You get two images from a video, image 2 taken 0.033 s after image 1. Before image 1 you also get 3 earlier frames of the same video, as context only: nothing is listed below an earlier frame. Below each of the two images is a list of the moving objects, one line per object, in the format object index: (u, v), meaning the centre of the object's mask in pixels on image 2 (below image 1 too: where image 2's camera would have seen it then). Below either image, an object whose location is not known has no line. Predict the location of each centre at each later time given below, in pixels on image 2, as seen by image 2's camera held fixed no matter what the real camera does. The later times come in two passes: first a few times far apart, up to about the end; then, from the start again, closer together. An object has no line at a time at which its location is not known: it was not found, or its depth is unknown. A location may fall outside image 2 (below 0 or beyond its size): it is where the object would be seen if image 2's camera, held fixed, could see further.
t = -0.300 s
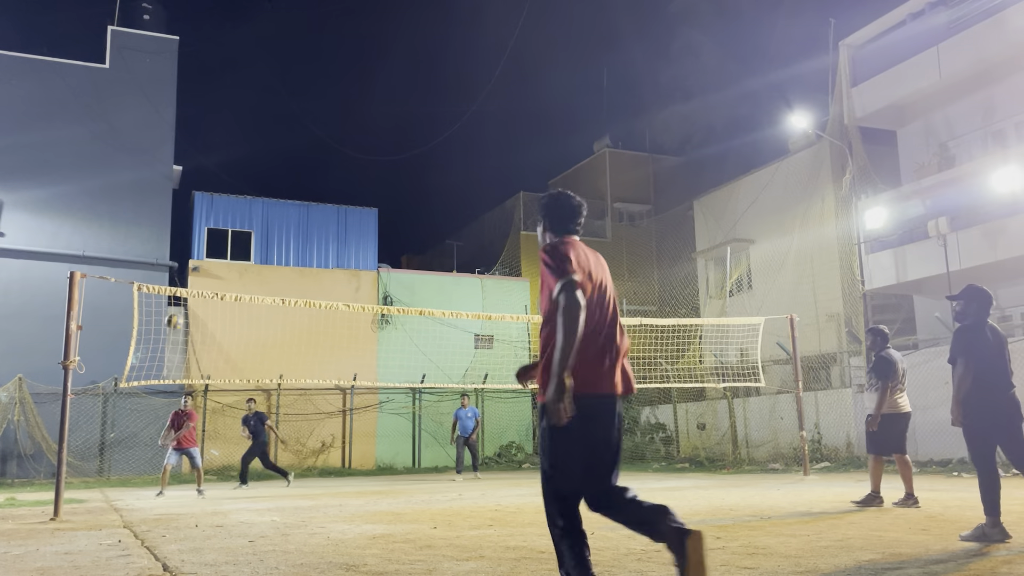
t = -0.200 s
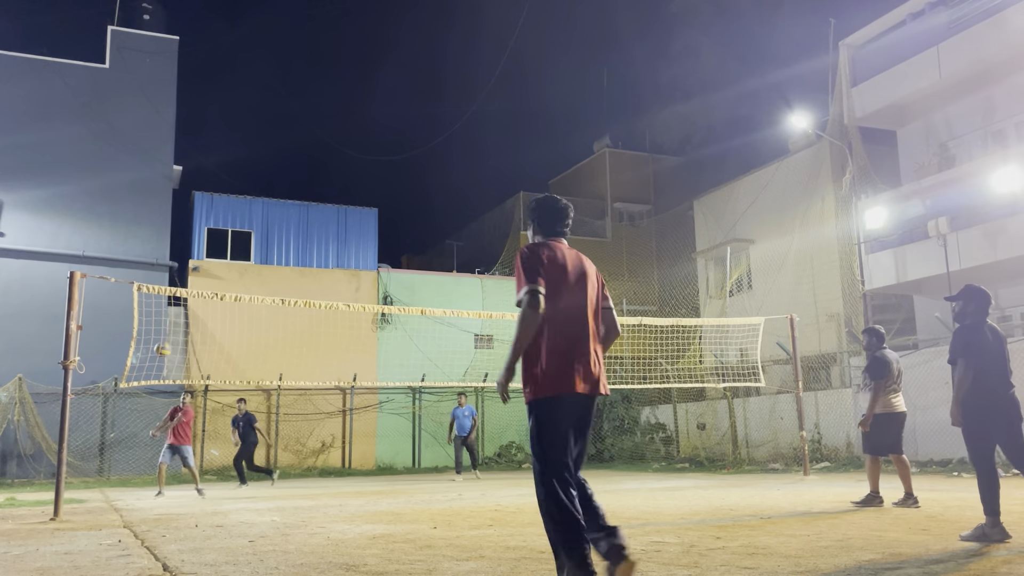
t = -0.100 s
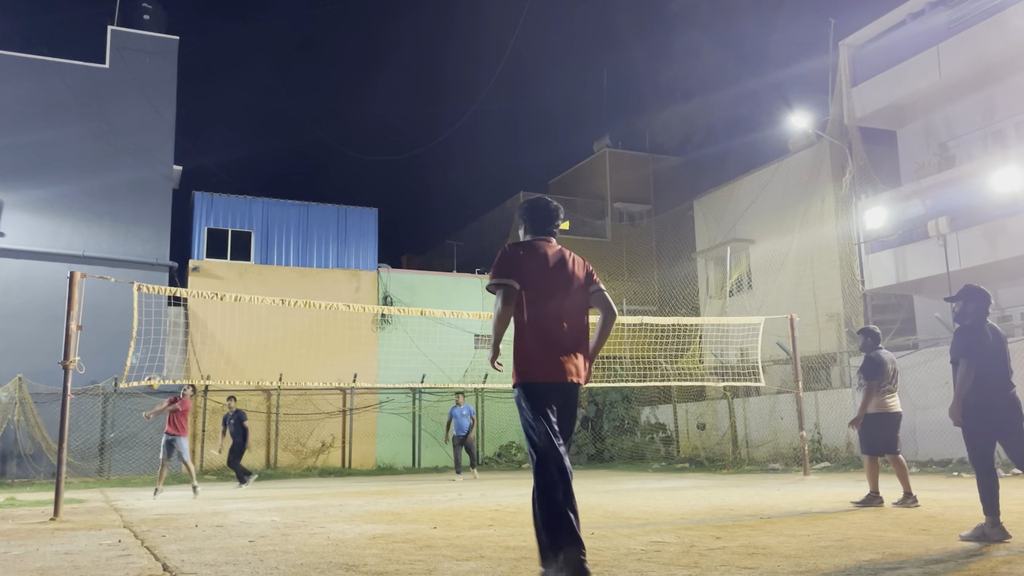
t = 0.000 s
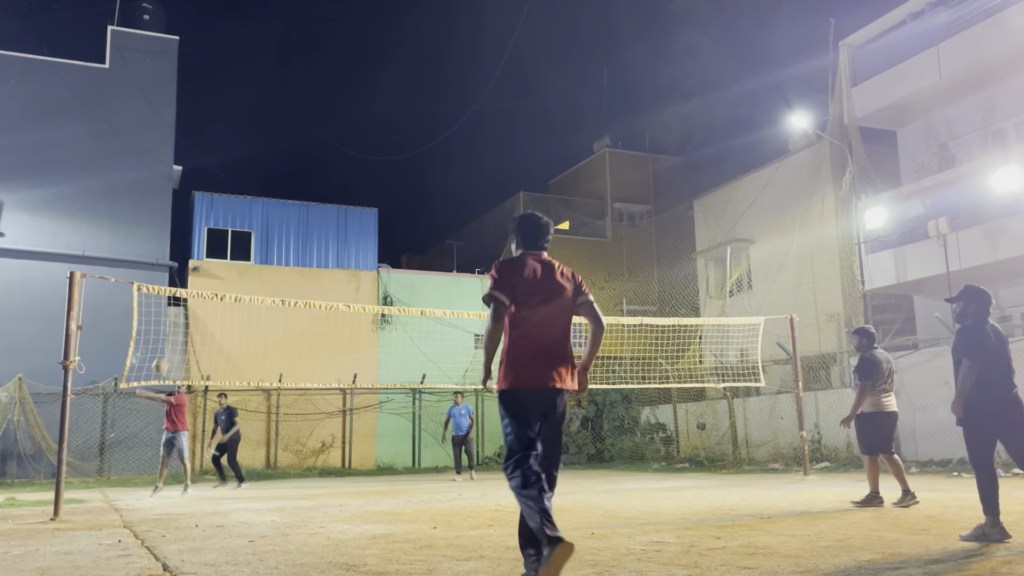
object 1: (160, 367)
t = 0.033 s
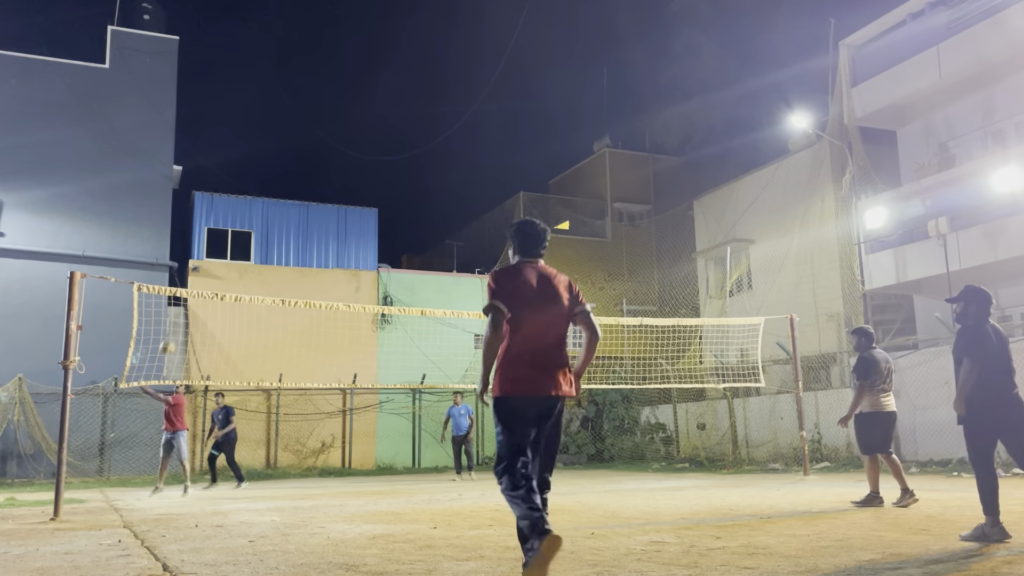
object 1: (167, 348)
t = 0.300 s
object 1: (224, 234)
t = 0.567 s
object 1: (274, 175)
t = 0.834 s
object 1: (319, 161)
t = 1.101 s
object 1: (360, 187)
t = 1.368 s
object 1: (398, 247)
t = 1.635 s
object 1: (430, 342)
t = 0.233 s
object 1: (212, 255)
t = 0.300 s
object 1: (224, 234)
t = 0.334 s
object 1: (231, 223)
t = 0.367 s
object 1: (238, 214)
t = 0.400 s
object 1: (244, 205)
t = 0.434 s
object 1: (250, 198)
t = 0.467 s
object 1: (257, 191)
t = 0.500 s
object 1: (263, 185)
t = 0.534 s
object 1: (268, 180)
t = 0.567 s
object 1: (274, 175)
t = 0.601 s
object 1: (280, 171)
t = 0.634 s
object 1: (286, 167)
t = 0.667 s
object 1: (292, 165)
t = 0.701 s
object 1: (298, 163)
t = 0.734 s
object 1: (303, 162)
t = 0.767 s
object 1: (309, 161)
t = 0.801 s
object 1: (314, 161)
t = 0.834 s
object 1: (319, 161)
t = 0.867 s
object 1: (325, 162)
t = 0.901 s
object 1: (330, 164)
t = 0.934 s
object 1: (335, 166)
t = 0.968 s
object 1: (340, 169)
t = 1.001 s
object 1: (345, 173)
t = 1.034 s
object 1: (350, 177)
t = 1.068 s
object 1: (355, 181)
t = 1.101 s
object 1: (360, 187)
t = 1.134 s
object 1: (365, 192)
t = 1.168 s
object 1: (370, 198)
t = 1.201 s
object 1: (375, 205)
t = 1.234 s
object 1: (379, 212)
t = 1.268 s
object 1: (384, 220)
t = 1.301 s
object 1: (388, 229)
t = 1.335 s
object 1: (393, 237)
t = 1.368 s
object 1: (398, 247)
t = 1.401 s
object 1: (402, 257)
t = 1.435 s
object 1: (406, 267)
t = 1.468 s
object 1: (410, 278)
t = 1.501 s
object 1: (415, 290)
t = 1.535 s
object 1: (419, 302)
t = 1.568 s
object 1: (422, 318)
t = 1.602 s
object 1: (427, 328)
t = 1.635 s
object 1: (430, 342)
